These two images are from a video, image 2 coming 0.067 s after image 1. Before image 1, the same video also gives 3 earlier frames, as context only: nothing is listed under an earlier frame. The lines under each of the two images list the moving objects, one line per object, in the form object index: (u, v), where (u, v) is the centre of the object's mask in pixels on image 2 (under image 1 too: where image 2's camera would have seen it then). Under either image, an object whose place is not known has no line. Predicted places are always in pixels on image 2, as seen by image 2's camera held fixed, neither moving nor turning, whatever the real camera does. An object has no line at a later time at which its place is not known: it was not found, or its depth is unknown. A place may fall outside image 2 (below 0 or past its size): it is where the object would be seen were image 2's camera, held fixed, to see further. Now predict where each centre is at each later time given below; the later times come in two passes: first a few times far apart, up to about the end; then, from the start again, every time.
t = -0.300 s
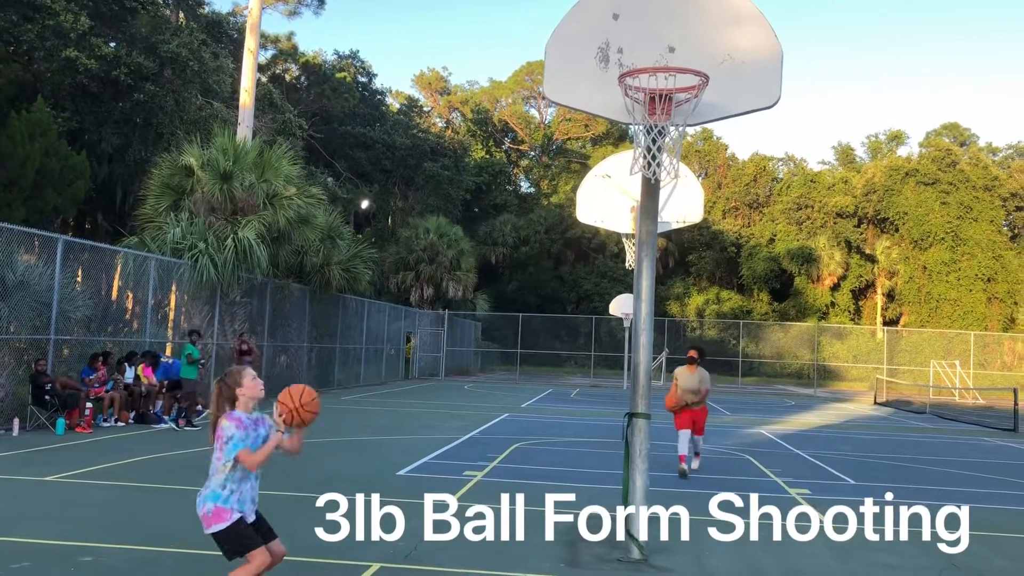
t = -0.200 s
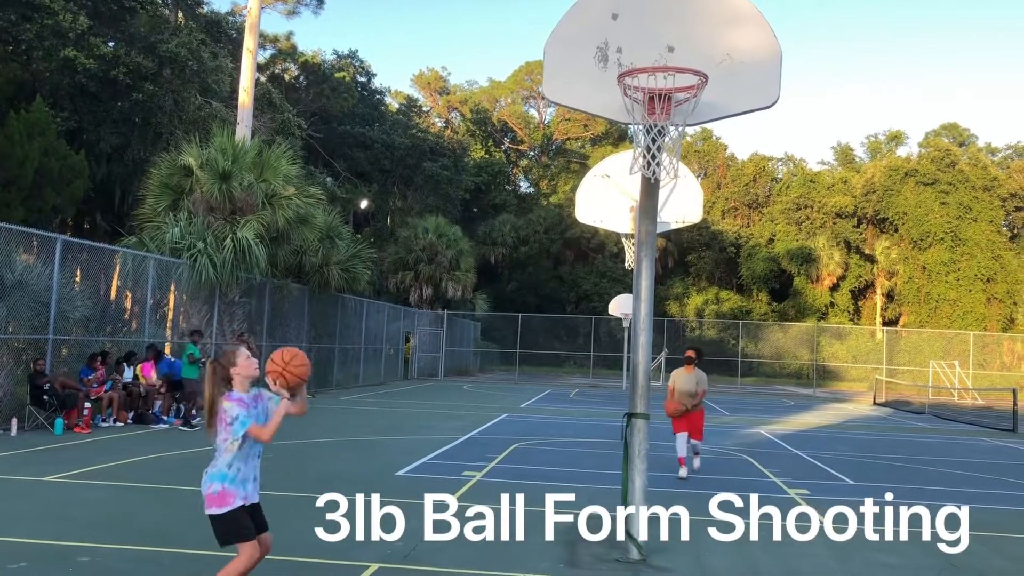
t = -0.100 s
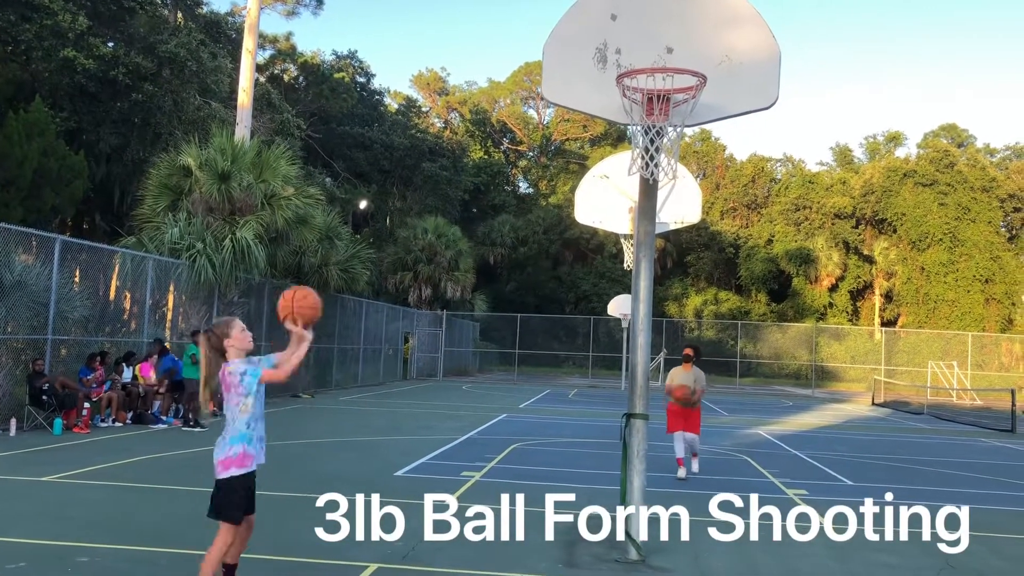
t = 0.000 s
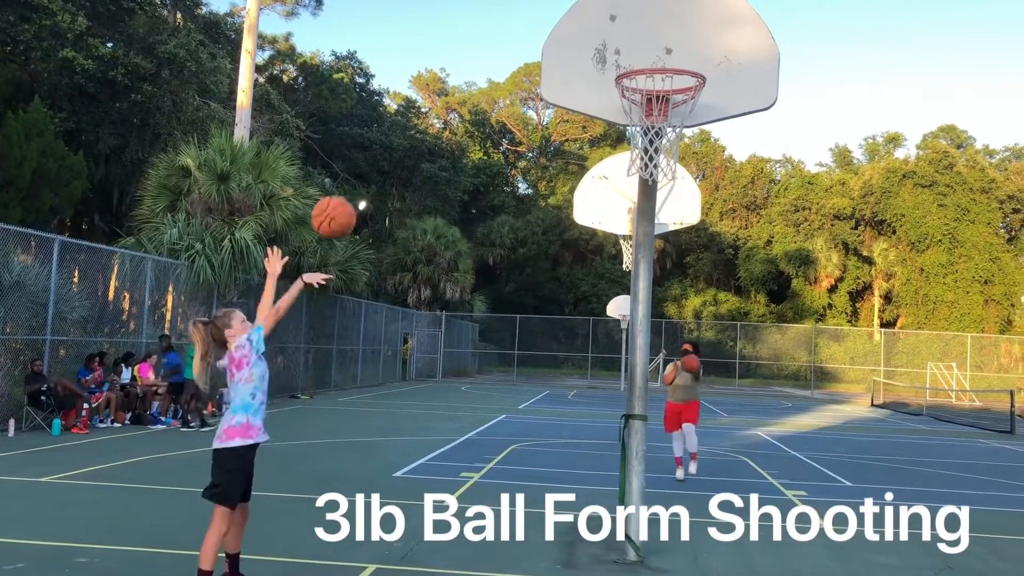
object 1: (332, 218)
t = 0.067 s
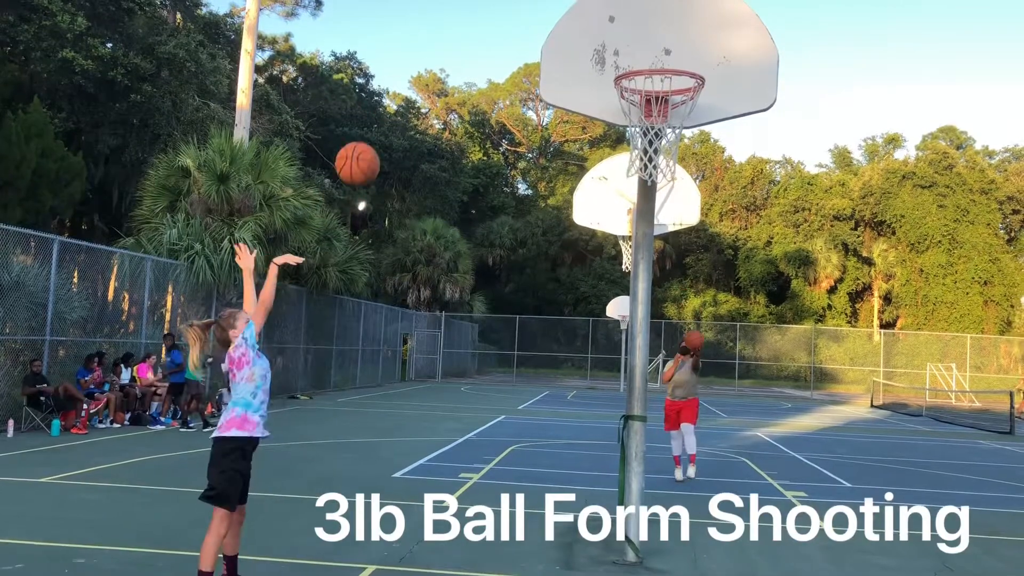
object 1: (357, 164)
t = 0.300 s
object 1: (438, 35)
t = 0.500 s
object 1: (503, 5)
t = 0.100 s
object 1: (369, 139)
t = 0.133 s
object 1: (380, 117)
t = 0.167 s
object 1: (392, 97)
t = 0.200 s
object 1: (404, 79)
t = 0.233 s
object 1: (416, 62)
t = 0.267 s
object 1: (427, 47)
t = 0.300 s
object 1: (438, 35)
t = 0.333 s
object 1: (449, 24)
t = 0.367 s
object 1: (460, 16)
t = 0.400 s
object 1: (471, 11)
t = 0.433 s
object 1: (482, 8)
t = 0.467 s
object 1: (493, 6)
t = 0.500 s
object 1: (503, 5)
